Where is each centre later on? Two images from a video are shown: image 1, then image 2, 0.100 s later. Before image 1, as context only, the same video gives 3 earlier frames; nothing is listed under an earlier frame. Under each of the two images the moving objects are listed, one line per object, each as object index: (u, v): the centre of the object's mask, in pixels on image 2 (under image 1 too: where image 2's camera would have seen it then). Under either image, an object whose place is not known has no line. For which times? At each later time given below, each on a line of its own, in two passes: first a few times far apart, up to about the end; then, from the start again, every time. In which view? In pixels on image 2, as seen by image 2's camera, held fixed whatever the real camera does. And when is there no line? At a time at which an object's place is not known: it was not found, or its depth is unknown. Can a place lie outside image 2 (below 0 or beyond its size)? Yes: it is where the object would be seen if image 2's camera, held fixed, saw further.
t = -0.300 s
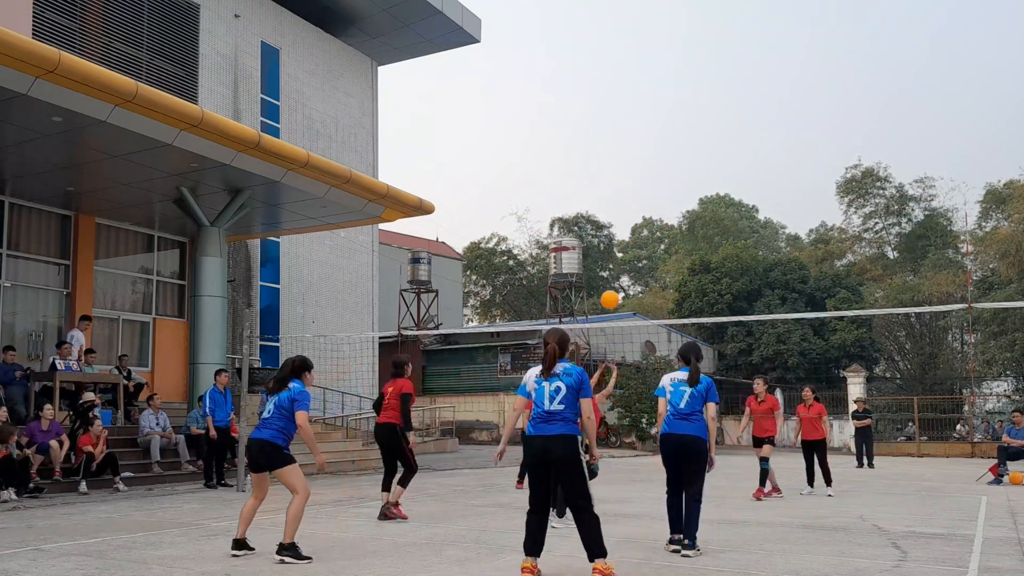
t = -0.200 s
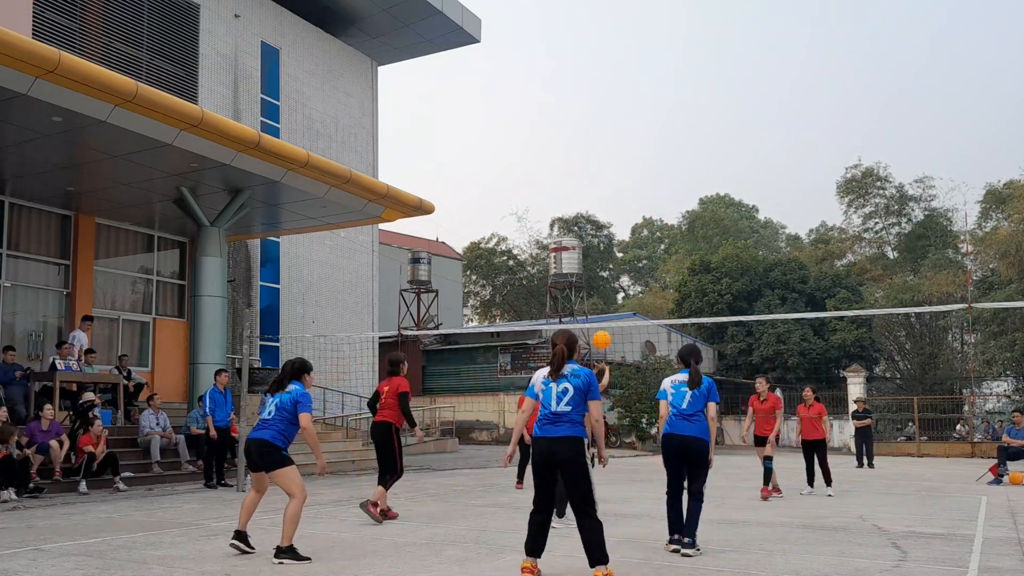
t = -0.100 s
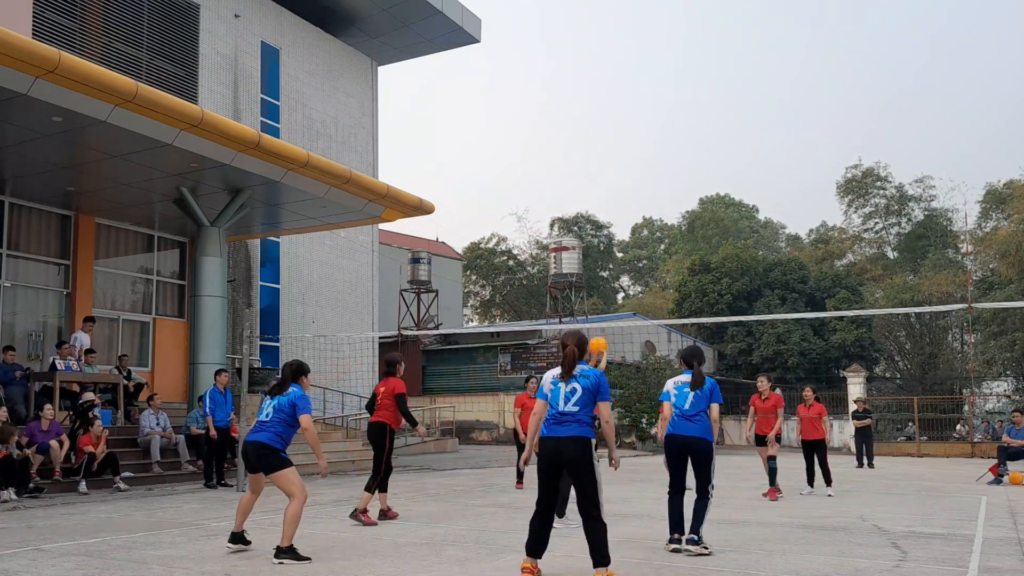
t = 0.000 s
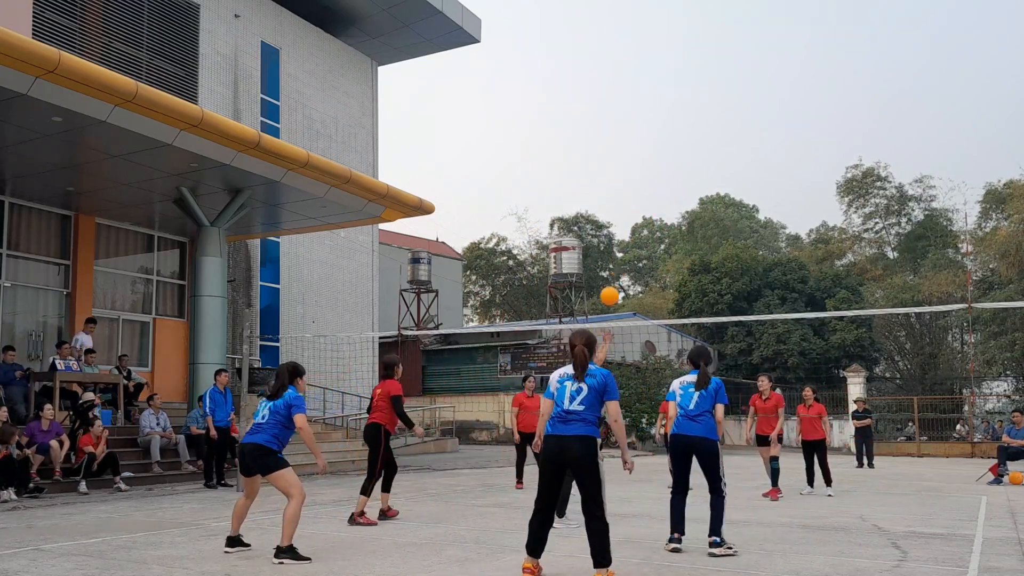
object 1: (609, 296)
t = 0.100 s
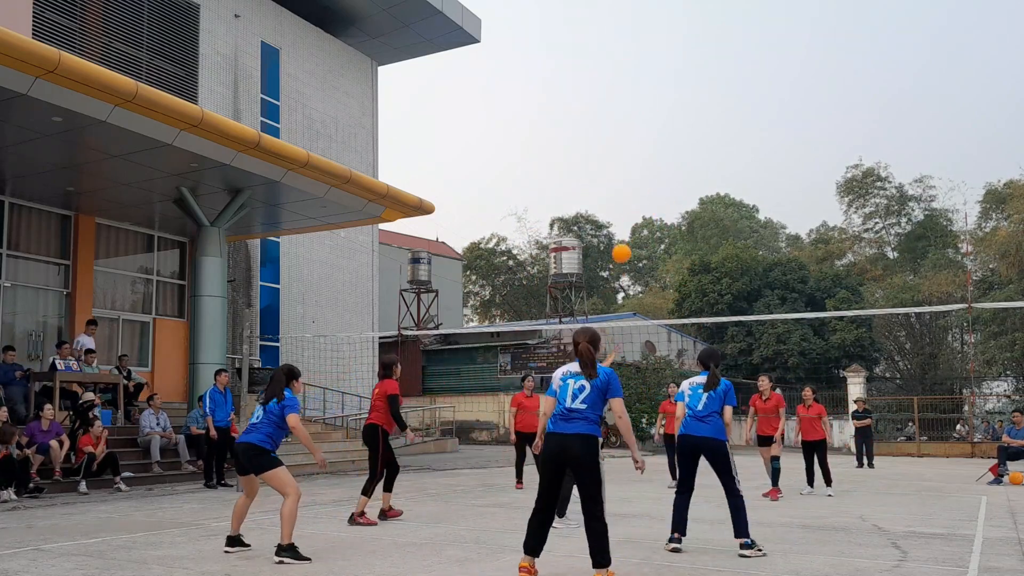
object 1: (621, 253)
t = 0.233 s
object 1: (637, 209)
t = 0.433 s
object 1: (661, 169)
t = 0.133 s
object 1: (625, 241)
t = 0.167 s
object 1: (630, 230)
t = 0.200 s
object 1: (634, 219)
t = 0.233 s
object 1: (637, 209)
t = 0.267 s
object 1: (641, 200)
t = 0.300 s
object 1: (645, 192)
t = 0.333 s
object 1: (649, 185)
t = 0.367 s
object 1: (653, 179)
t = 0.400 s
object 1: (657, 174)
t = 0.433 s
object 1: (661, 169)
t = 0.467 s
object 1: (665, 166)
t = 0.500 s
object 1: (669, 163)
